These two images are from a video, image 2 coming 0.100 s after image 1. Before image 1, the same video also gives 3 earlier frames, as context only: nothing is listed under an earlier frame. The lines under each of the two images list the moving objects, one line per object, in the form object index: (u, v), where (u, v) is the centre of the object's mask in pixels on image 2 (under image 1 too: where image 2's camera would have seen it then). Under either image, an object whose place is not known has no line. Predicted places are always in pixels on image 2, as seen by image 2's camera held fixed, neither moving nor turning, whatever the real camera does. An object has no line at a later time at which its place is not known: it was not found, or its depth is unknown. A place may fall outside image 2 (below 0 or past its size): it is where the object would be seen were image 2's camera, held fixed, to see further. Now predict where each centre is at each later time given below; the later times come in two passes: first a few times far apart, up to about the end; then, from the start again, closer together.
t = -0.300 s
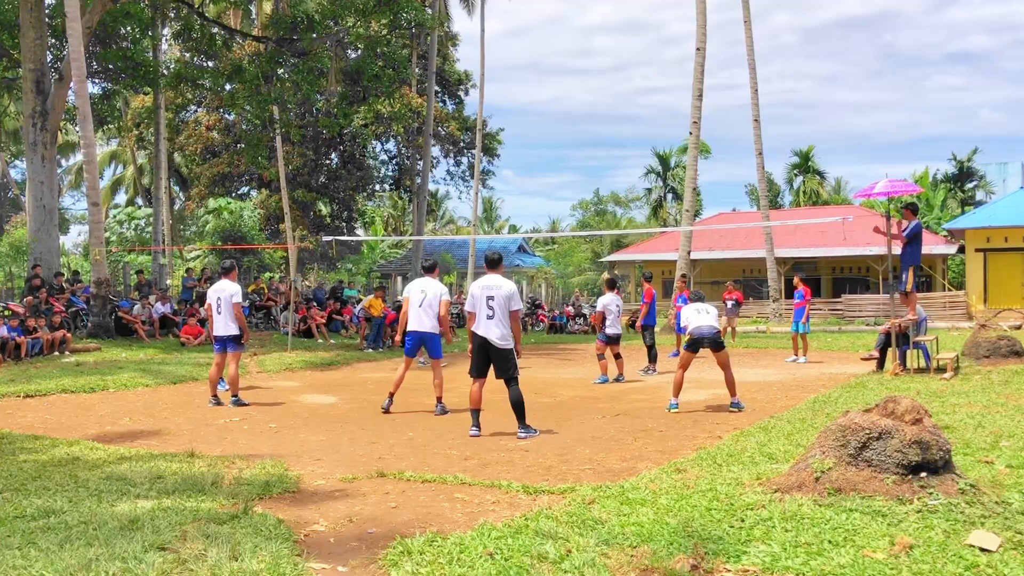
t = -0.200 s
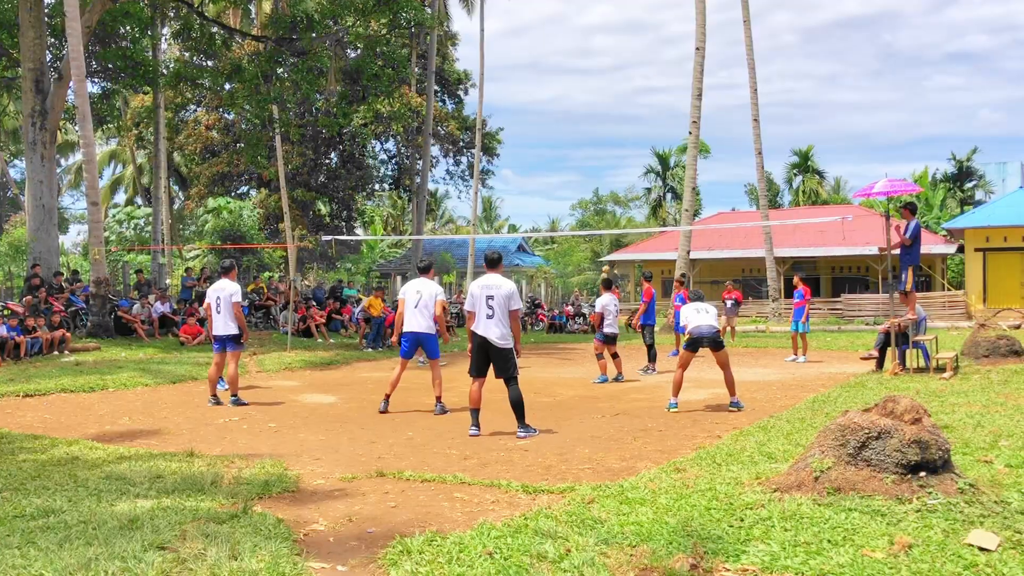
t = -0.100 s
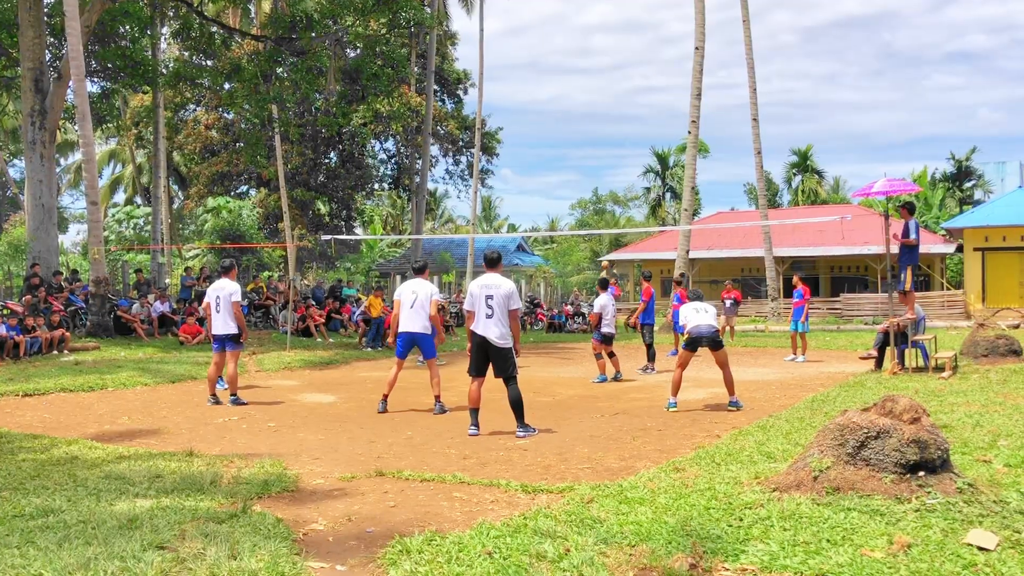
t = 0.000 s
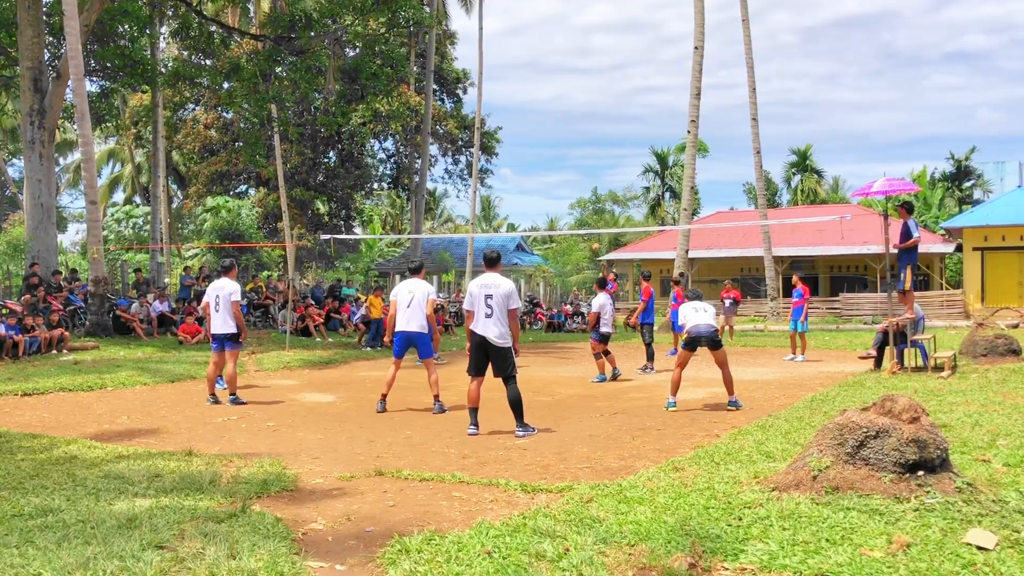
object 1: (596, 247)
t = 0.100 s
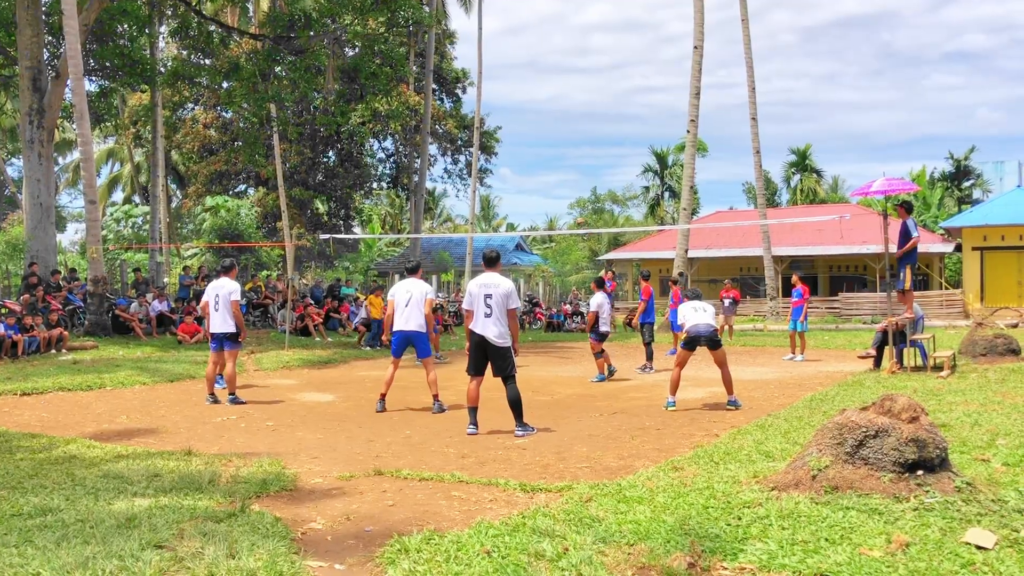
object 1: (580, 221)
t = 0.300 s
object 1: (545, 179)
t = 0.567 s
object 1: (493, 143)
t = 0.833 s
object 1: (432, 136)
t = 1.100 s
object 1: (356, 172)
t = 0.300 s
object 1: (545, 179)
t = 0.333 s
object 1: (539, 174)
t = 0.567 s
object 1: (493, 143)
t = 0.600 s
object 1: (486, 141)
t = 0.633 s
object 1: (478, 138)
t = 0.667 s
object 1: (471, 137)
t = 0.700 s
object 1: (463, 135)
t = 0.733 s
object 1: (456, 134)
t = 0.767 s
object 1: (449, 133)
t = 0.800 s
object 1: (440, 135)
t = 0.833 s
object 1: (432, 136)
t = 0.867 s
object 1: (423, 138)
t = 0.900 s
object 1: (415, 141)
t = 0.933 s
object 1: (406, 144)
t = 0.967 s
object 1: (397, 148)
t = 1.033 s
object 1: (377, 158)
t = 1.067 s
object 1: (367, 164)
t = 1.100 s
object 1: (356, 172)
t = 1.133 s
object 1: (345, 180)
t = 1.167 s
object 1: (334, 190)
